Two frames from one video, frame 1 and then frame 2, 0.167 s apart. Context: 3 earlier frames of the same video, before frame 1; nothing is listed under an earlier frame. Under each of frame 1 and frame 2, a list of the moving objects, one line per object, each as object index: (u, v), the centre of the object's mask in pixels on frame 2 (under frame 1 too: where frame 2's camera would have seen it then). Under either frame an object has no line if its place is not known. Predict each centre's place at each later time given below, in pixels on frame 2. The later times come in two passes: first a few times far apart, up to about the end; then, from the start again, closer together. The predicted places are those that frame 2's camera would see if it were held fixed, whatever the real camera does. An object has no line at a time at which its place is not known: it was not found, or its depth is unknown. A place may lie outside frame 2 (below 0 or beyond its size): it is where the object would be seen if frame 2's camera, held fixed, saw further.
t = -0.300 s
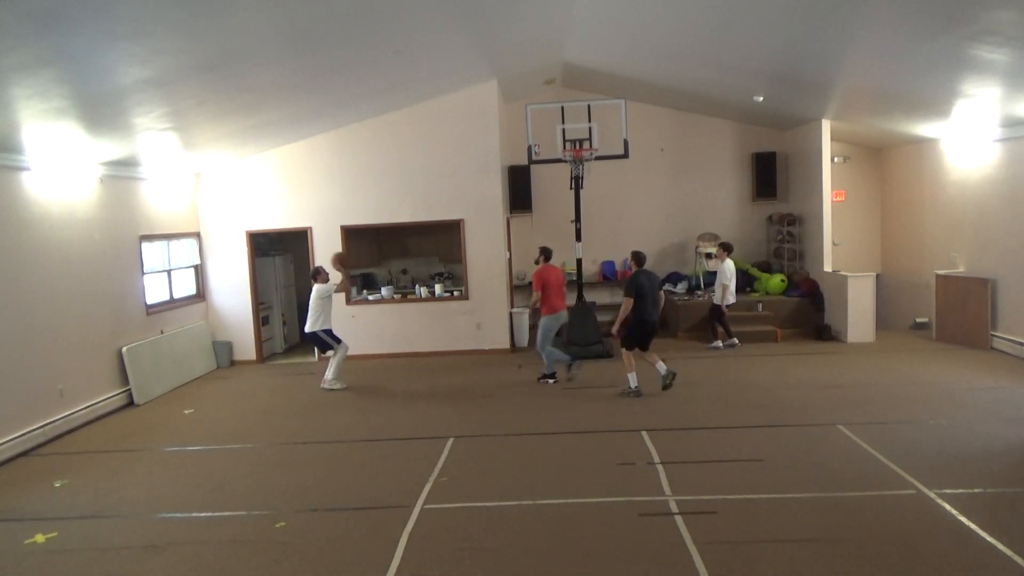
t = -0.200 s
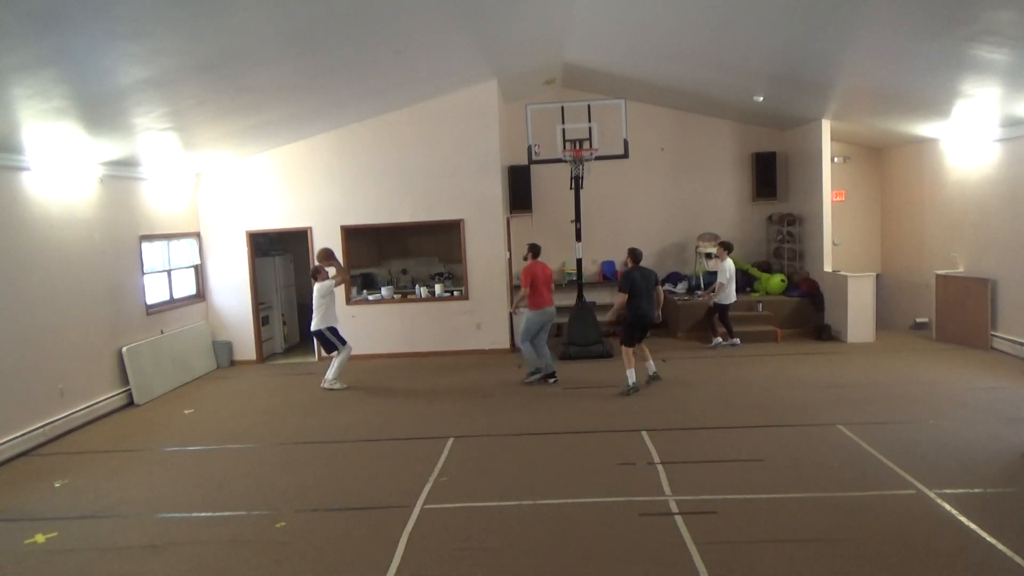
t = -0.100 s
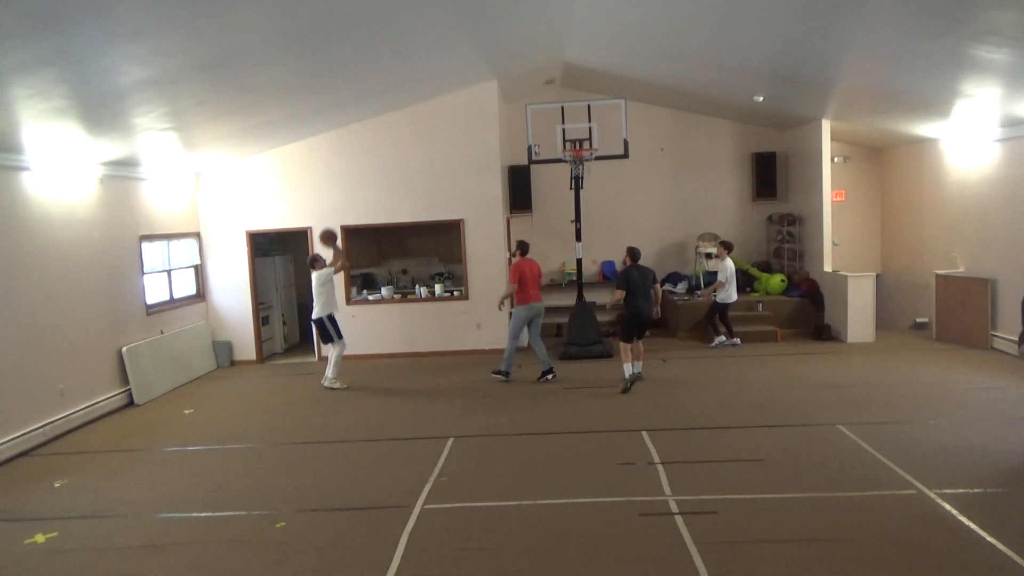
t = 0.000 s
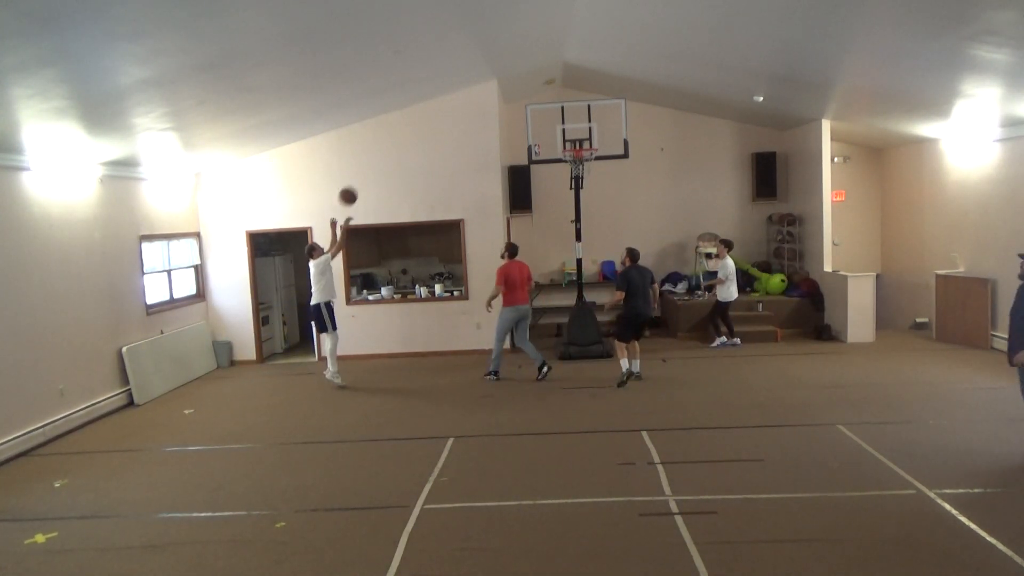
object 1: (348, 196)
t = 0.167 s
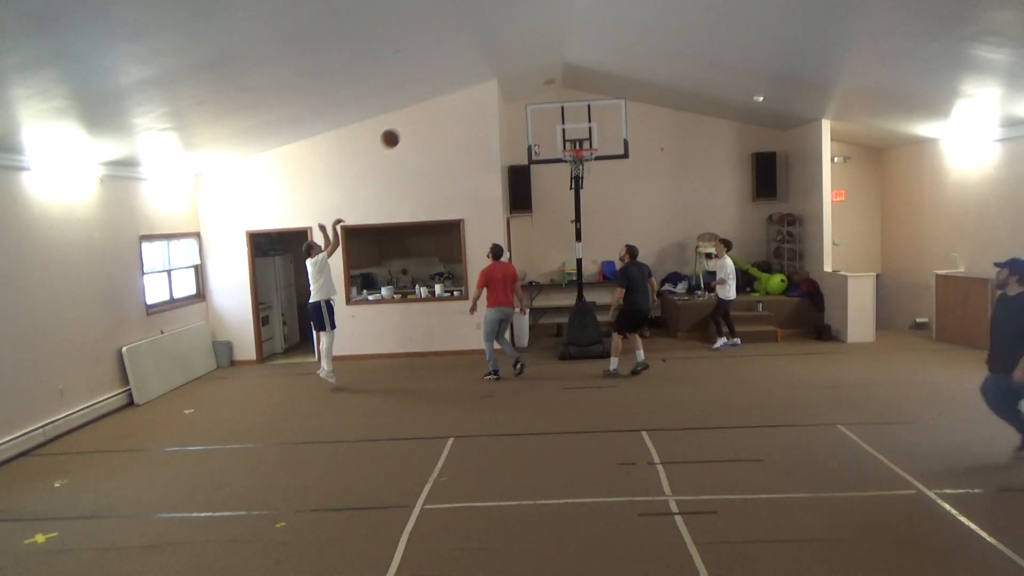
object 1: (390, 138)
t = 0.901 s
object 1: (578, 138)
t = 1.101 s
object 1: (591, 138)
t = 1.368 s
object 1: (606, 175)
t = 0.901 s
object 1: (578, 138)
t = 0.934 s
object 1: (584, 144)
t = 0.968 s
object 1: (585, 142)
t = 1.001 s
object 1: (587, 140)
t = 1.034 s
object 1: (588, 138)
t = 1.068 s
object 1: (590, 138)
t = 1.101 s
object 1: (591, 138)
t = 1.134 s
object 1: (592, 139)
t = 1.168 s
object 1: (594, 141)
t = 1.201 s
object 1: (597, 144)
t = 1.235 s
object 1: (598, 149)
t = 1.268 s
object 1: (600, 154)
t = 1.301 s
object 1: (602, 160)
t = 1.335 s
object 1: (603, 166)
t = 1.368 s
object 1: (606, 175)
